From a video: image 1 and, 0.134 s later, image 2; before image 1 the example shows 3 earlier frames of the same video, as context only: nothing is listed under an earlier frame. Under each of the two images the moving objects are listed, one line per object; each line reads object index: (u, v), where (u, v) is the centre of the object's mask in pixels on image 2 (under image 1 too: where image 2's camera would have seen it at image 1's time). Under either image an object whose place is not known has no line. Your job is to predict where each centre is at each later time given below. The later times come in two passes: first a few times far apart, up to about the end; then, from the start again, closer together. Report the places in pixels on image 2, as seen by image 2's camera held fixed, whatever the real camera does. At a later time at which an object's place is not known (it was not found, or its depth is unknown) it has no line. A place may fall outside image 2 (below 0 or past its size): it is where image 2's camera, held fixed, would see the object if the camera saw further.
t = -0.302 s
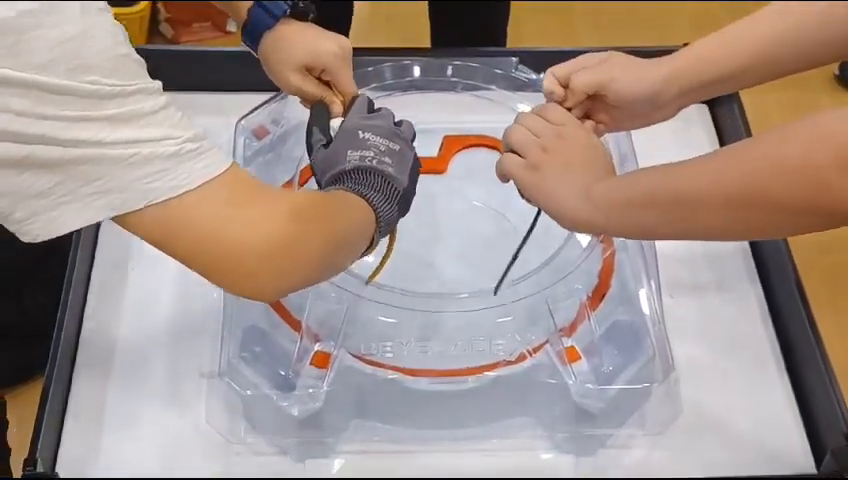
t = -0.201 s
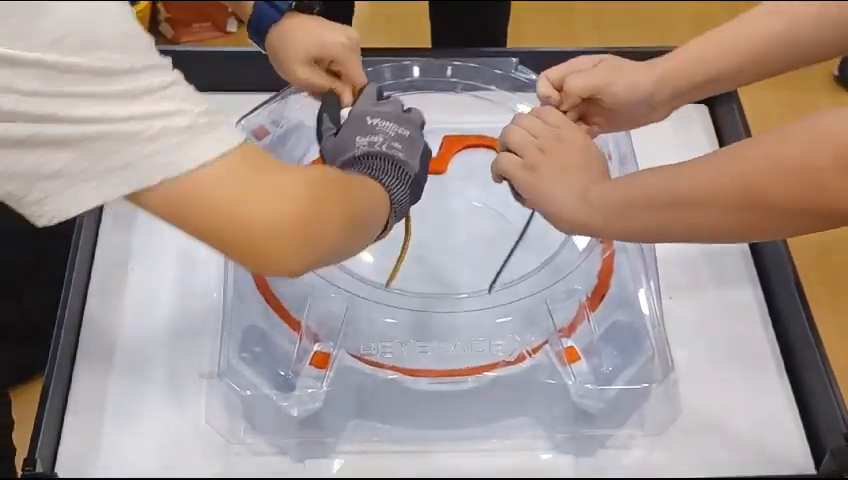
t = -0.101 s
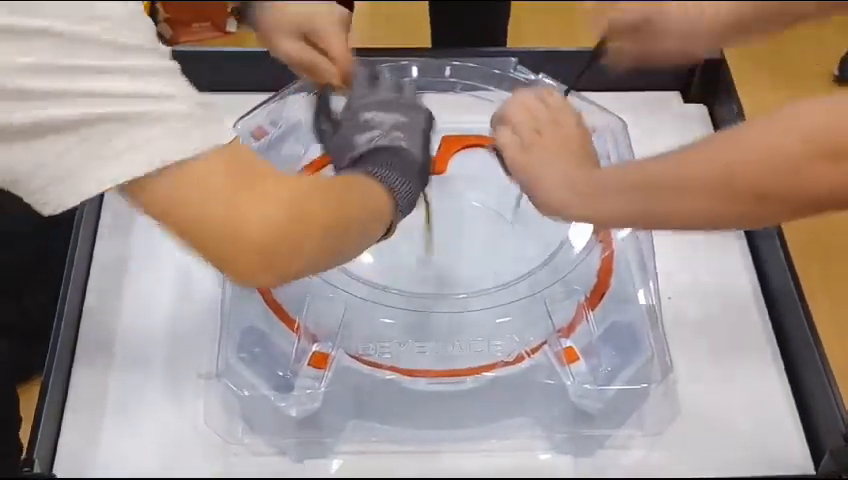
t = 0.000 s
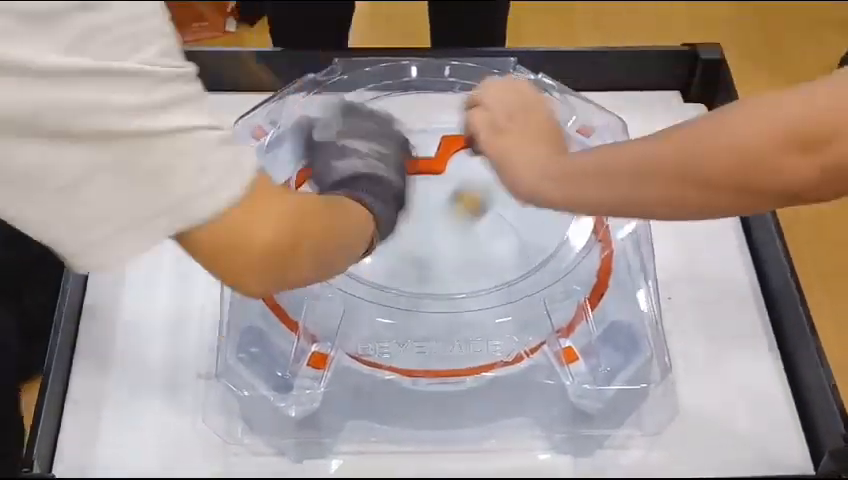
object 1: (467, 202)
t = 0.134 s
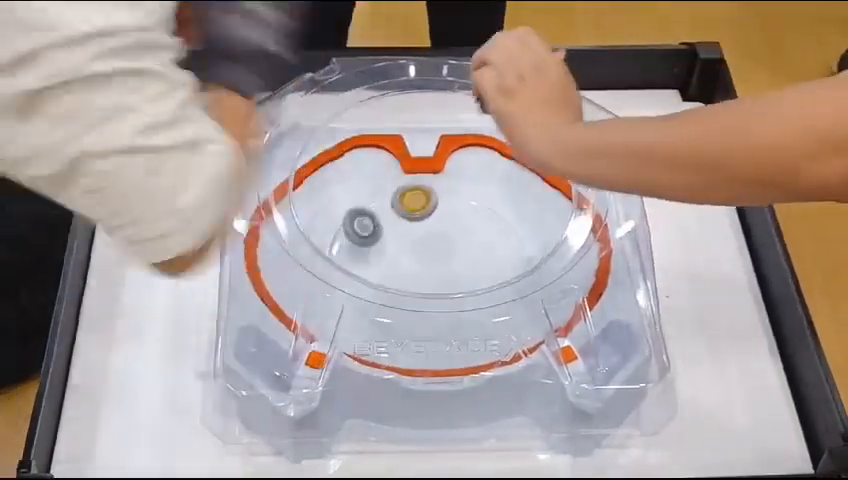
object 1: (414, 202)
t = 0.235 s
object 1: (430, 221)
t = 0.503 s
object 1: (481, 302)
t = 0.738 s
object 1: (527, 309)
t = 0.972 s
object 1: (547, 266)
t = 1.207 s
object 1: (539, 250)
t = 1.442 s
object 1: (499, 252)
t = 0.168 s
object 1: (419, 200)
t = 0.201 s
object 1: (425, 207)
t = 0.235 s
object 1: (430, 221)
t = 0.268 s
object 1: (434, 243)
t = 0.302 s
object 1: (439, 274)
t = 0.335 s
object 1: (442, 315)
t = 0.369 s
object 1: (449, 326)
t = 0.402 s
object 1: (458, 309)
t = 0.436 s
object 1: (466, 300)
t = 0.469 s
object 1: (474, 298)
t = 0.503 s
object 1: (481, 302)
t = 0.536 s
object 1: (489, 316)
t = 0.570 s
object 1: (495, 335)
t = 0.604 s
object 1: (501, 324)
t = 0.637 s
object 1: (510, 312)
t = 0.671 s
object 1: (517, 304)
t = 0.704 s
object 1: (522, 303)
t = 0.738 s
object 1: (527, 309)
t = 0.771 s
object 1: (535, 298)
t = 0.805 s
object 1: (539, 288)
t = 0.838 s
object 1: (543, 285)
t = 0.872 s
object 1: (546, 285)
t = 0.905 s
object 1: (546, 272)
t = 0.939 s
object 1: (547, 270)
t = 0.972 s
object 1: (547, 266)
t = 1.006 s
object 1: (547, 262)
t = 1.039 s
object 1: (547, 258)
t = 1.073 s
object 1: (547, 258)
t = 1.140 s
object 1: (543, 253)
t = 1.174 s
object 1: (540, 250)
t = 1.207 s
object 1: (539, 250)
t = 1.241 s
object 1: (537, 250)
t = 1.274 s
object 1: (534, 250)
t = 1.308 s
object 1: (530, 250)
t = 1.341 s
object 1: (525, 250)
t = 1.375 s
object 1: (519, 253)
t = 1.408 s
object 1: (510, 253)
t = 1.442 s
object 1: (499, 252)
